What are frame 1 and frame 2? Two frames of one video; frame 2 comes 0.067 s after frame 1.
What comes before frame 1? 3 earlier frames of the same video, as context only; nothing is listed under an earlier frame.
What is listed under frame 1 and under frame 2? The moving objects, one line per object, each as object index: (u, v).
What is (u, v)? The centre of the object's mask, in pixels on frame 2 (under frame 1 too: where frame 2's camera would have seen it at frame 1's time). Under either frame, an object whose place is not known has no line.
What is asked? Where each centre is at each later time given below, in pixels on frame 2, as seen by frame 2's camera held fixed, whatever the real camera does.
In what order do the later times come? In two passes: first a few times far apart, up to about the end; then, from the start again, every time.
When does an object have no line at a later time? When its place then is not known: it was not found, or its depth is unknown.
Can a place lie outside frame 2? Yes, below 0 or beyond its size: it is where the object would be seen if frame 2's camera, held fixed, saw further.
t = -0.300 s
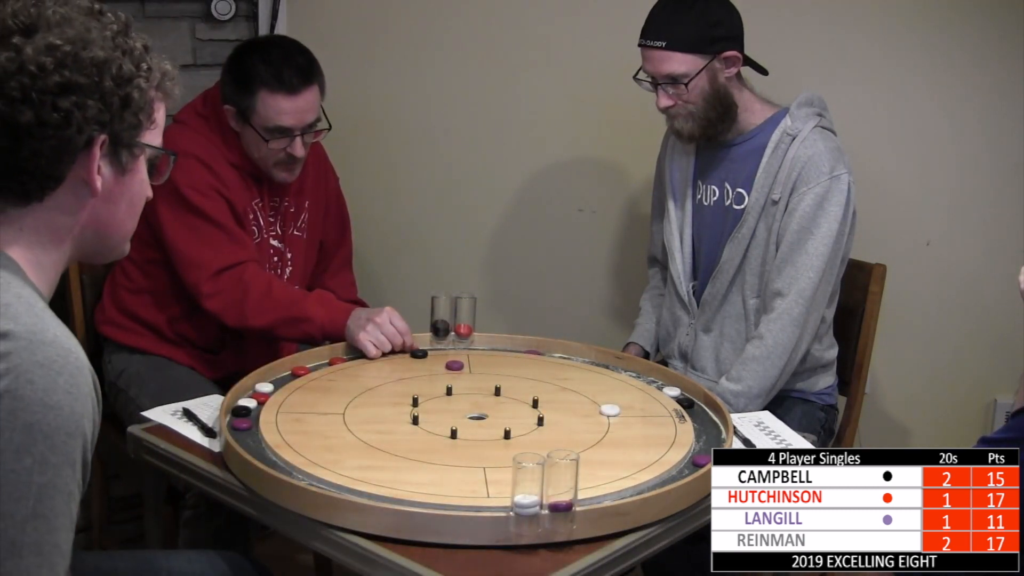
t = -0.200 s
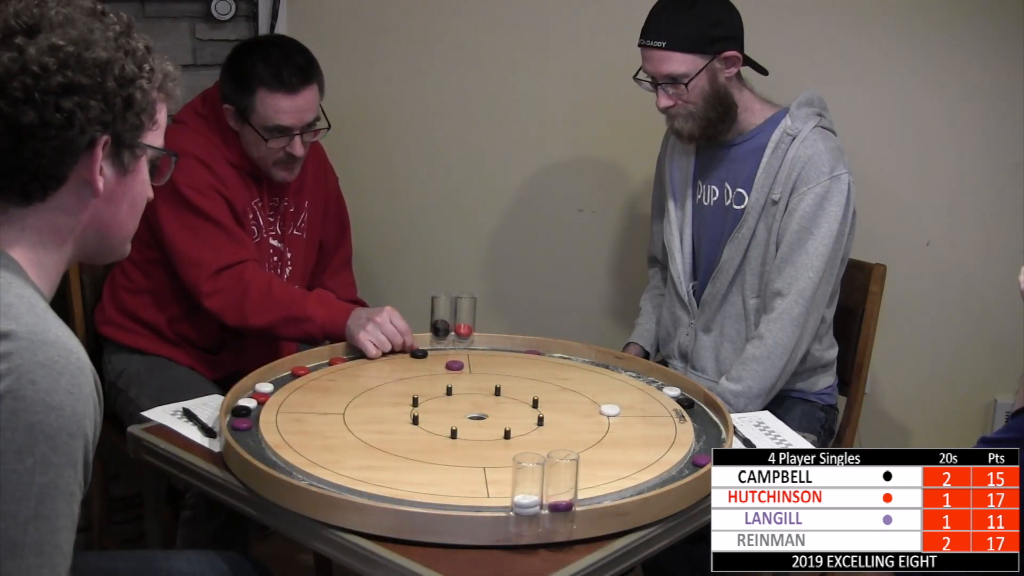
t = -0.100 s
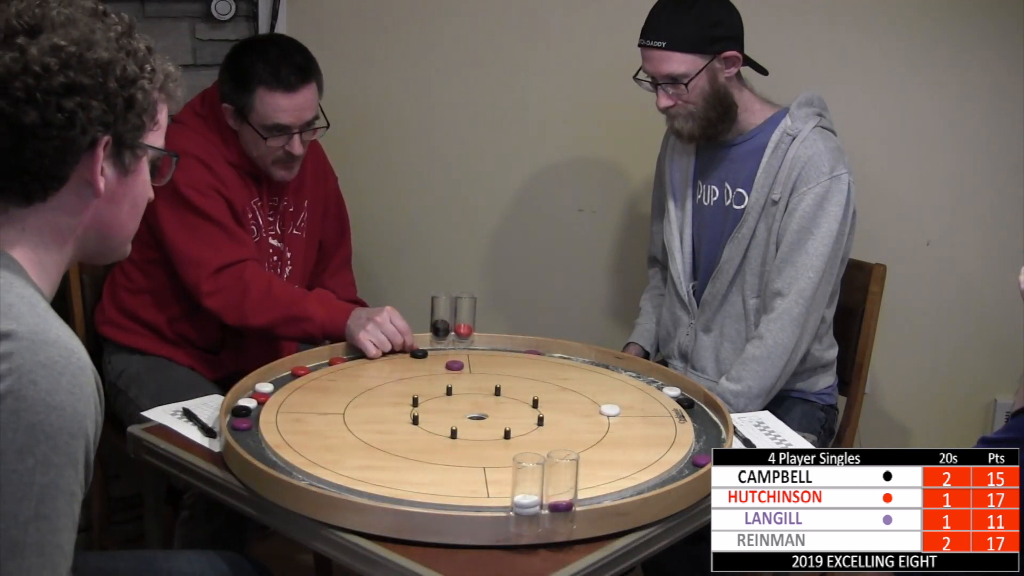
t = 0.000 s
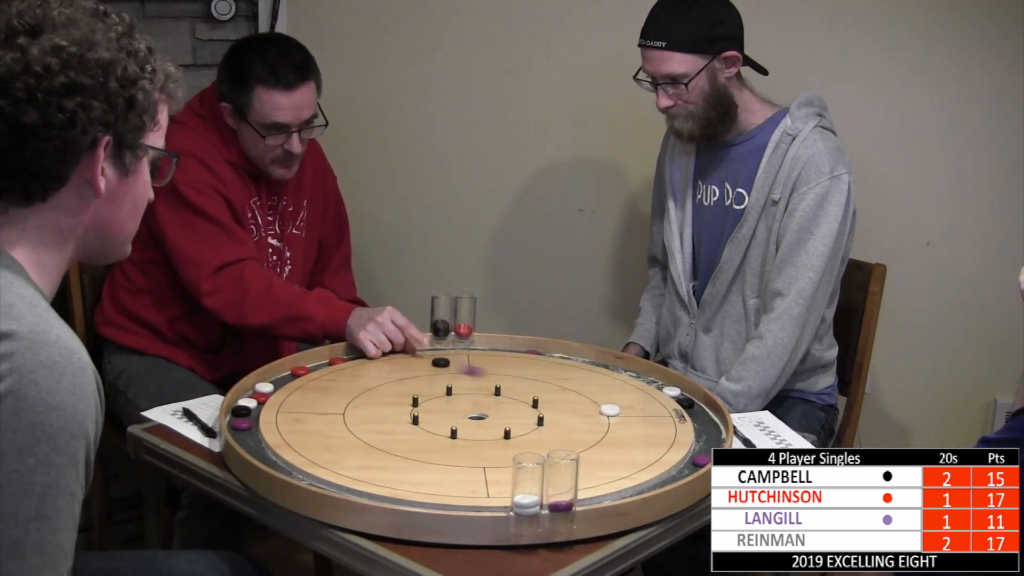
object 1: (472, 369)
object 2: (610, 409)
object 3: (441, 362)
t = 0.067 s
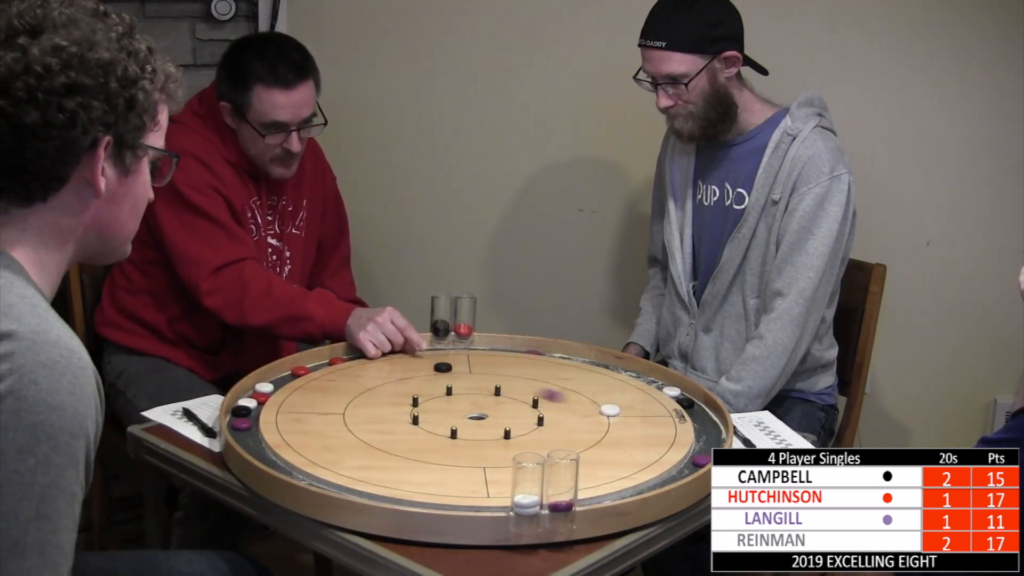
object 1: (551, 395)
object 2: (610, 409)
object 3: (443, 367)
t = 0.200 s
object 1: (603, 422)
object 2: (707, 435)
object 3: (446, 375)
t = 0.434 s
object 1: (624, 450)
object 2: (707, 440)
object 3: (448, 381)
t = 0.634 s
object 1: (634, 466)
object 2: (709, 440)
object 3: (448, 381)
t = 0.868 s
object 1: (637, 471)
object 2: (709, 440)
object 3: (448, 381)
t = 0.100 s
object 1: (590, 407)
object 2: (611, 410)
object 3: (444, 370)
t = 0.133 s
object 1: (595, 412)
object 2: (653, 418)
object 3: (444, 372)
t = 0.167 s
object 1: (599, 417)
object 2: (699, 426)
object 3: (445, 373)
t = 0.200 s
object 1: (603, 422)
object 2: (707, 435)
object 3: (446, 375)
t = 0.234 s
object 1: (607, 427)
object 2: (714, 439)
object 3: (446, 376)
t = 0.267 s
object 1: (610, 431)
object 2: (706, 439)
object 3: (447, 378)
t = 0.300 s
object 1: (614, 436)
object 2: (713, 441)
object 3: (447, 379)
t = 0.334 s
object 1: (617, 440)
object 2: (713, 441)
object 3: (447, 380)
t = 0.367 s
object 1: (619, 444)
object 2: (707, 440)
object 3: (447, 380)
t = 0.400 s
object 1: (622, 447)
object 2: (705, 440)
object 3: (447, 381)
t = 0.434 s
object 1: (624, 450)
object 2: (707, 440)
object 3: (448, 381)
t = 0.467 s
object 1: (626, 454)
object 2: (708, 440)
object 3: (448, 381)
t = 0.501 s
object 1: (628, 457)
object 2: (709, 440)
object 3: (448, 381)
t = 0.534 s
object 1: (630, 459)
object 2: (709, 440)
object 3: (448, 381)
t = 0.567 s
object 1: (632, 462)
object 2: (709, 440)
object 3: (448, 381)
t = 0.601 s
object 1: (633, 464)
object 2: (709, 440)
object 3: (448, 381)
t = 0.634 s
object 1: (634, 466)
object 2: (709, 440)
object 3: (448, 381)
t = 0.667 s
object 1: (634, 467)
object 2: (709, 440)
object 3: (448, 381)
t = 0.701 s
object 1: (635, 468)
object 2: (709, 440)
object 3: (448, 381)
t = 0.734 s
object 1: (635, 469)
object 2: (709, 440)
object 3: (448, 381)
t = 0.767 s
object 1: (635, 470)
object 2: (709, 440)
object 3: (448, 381)
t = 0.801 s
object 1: (635, 470)
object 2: (709, 440)
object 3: (448, 381)
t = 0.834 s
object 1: (636, 471)
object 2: (709, 440)
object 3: (448, 381)
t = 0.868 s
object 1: (637, 471)
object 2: (709, 440)
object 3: (448, 381)
